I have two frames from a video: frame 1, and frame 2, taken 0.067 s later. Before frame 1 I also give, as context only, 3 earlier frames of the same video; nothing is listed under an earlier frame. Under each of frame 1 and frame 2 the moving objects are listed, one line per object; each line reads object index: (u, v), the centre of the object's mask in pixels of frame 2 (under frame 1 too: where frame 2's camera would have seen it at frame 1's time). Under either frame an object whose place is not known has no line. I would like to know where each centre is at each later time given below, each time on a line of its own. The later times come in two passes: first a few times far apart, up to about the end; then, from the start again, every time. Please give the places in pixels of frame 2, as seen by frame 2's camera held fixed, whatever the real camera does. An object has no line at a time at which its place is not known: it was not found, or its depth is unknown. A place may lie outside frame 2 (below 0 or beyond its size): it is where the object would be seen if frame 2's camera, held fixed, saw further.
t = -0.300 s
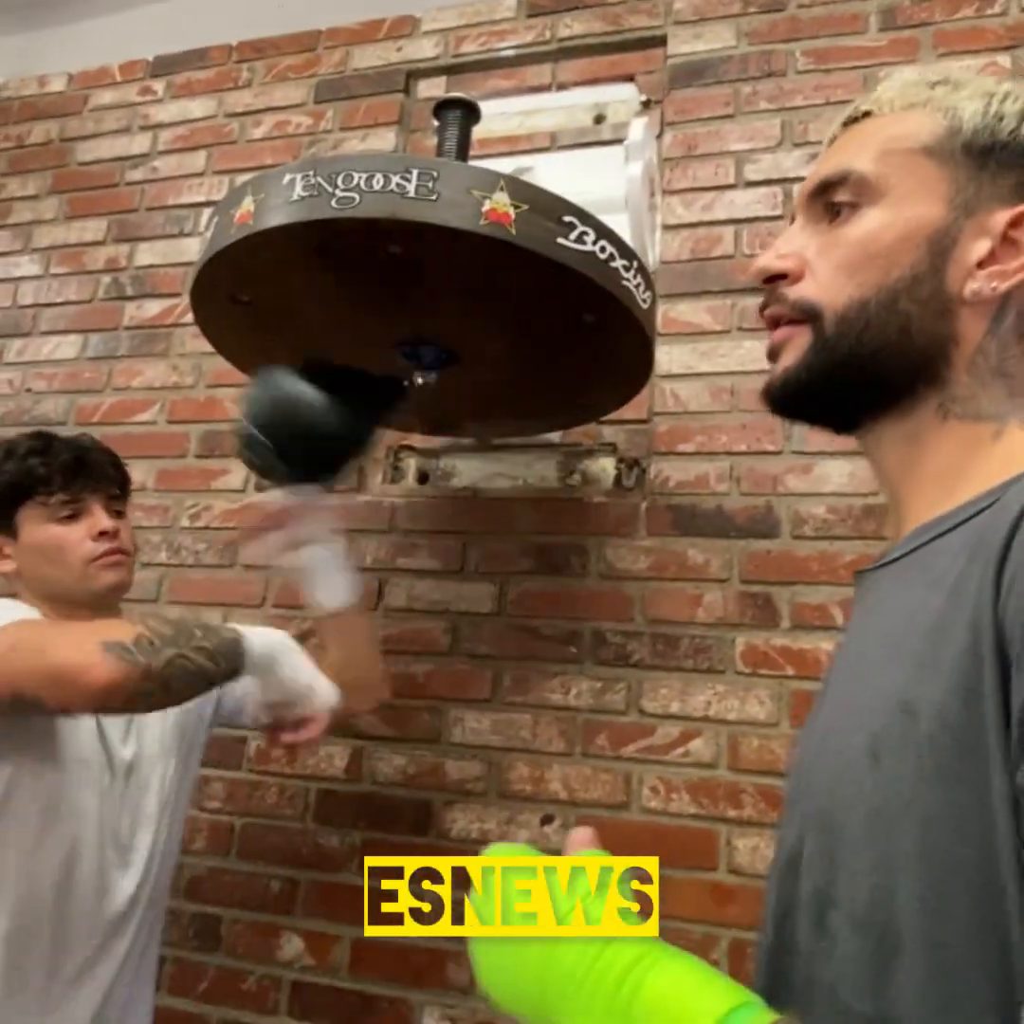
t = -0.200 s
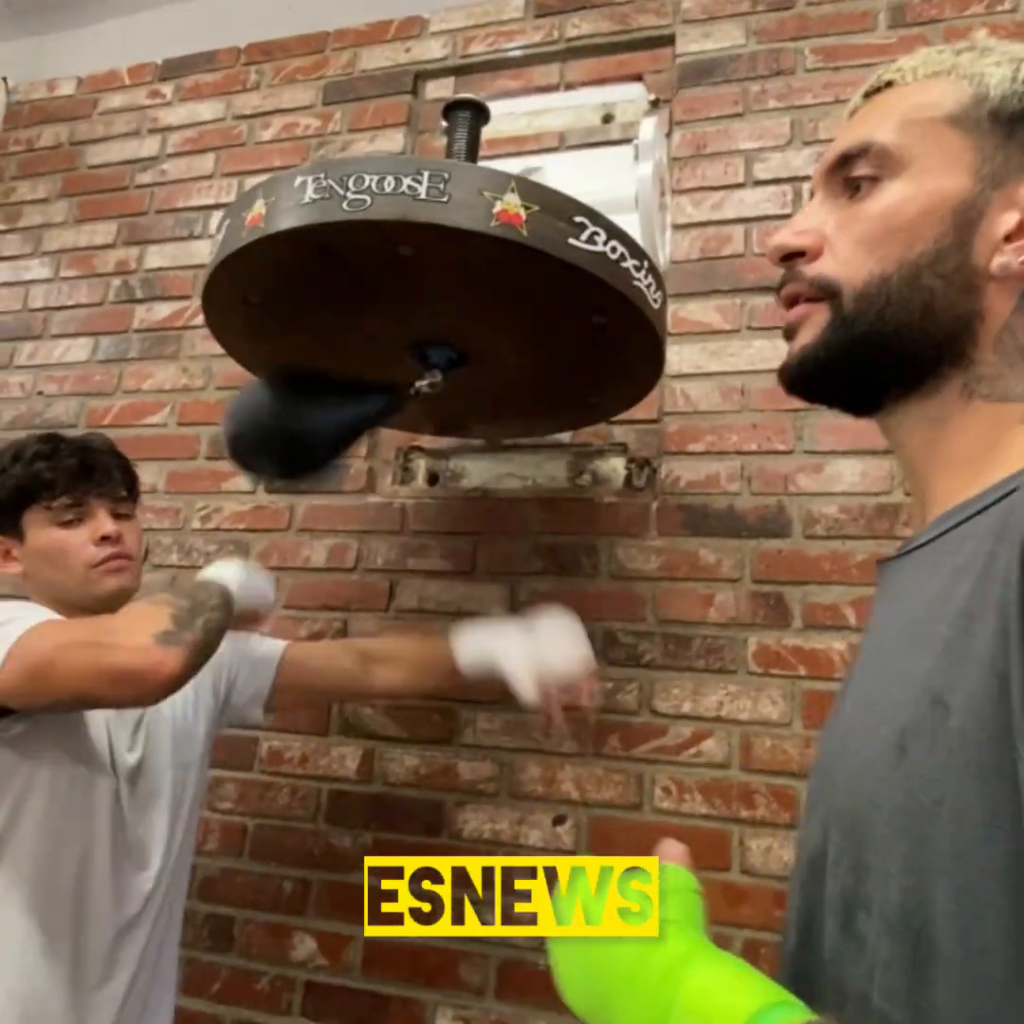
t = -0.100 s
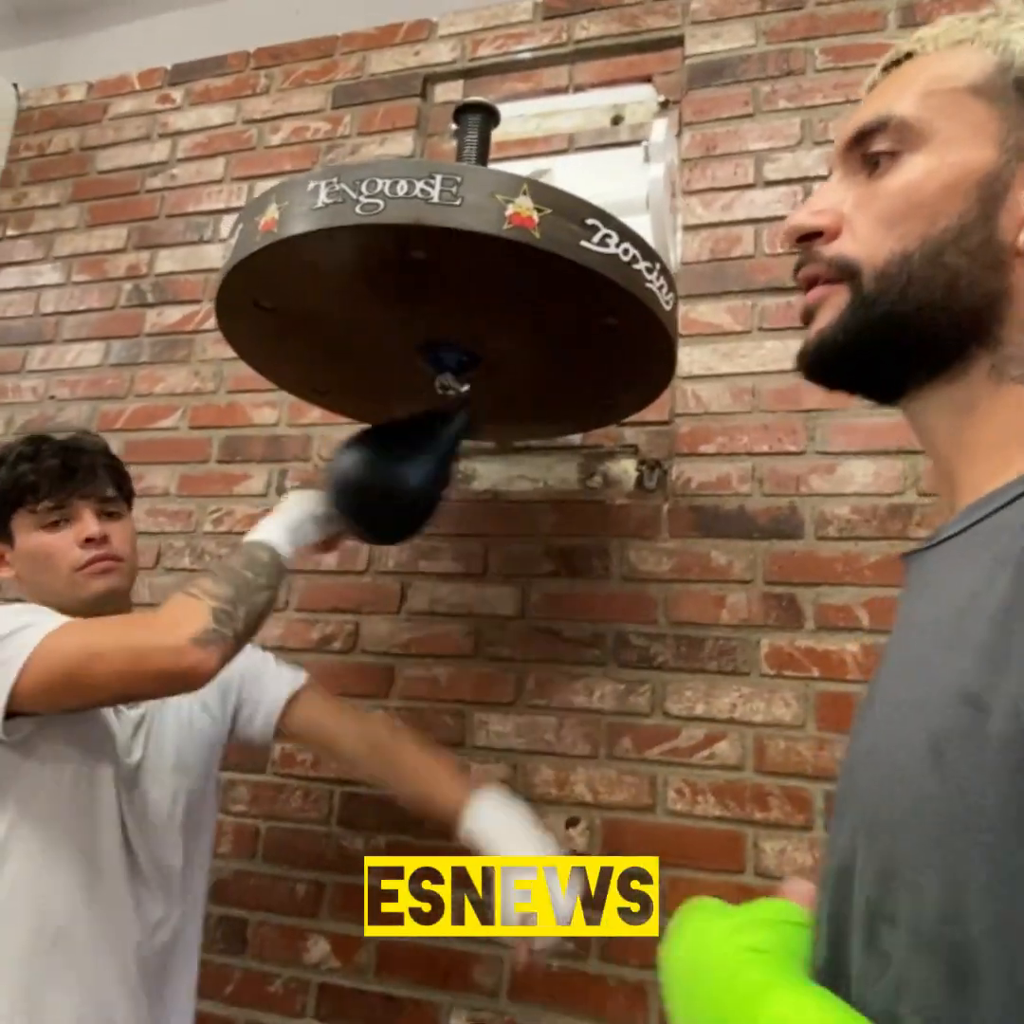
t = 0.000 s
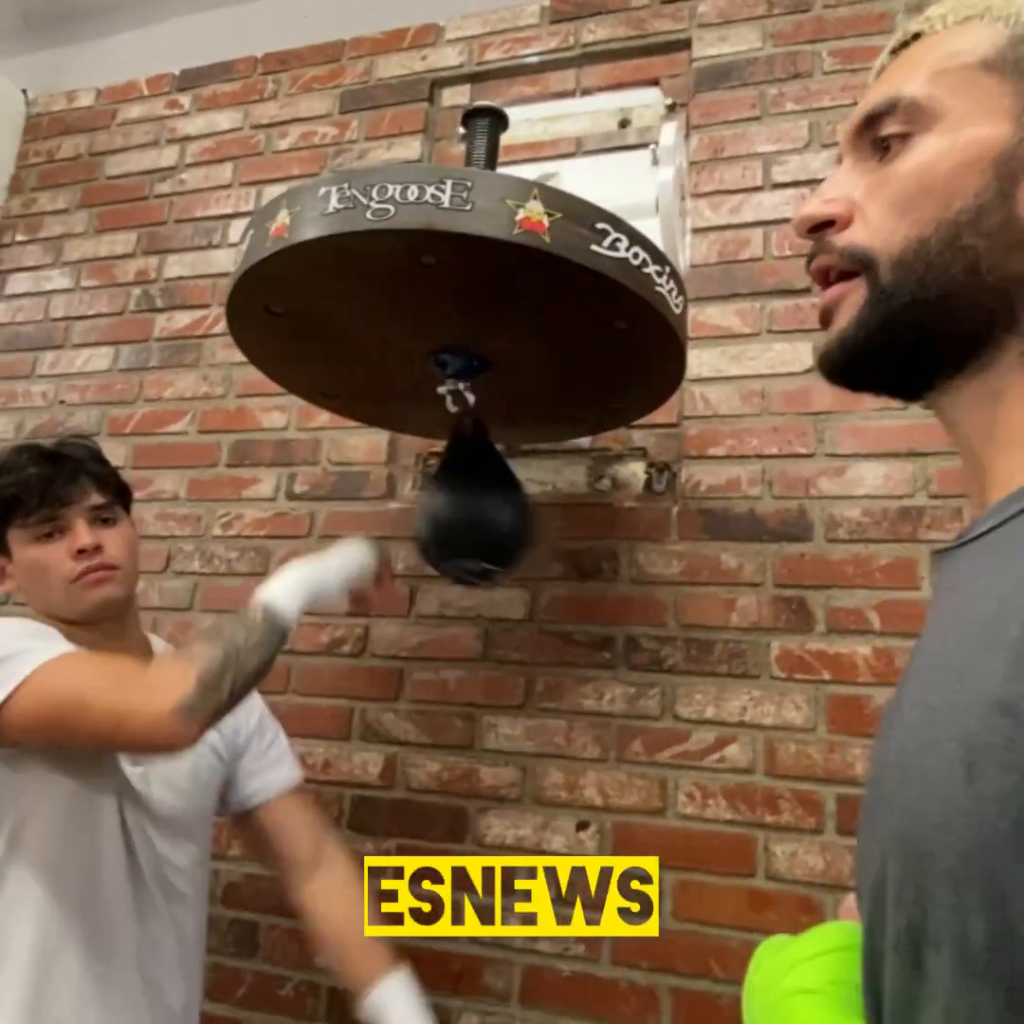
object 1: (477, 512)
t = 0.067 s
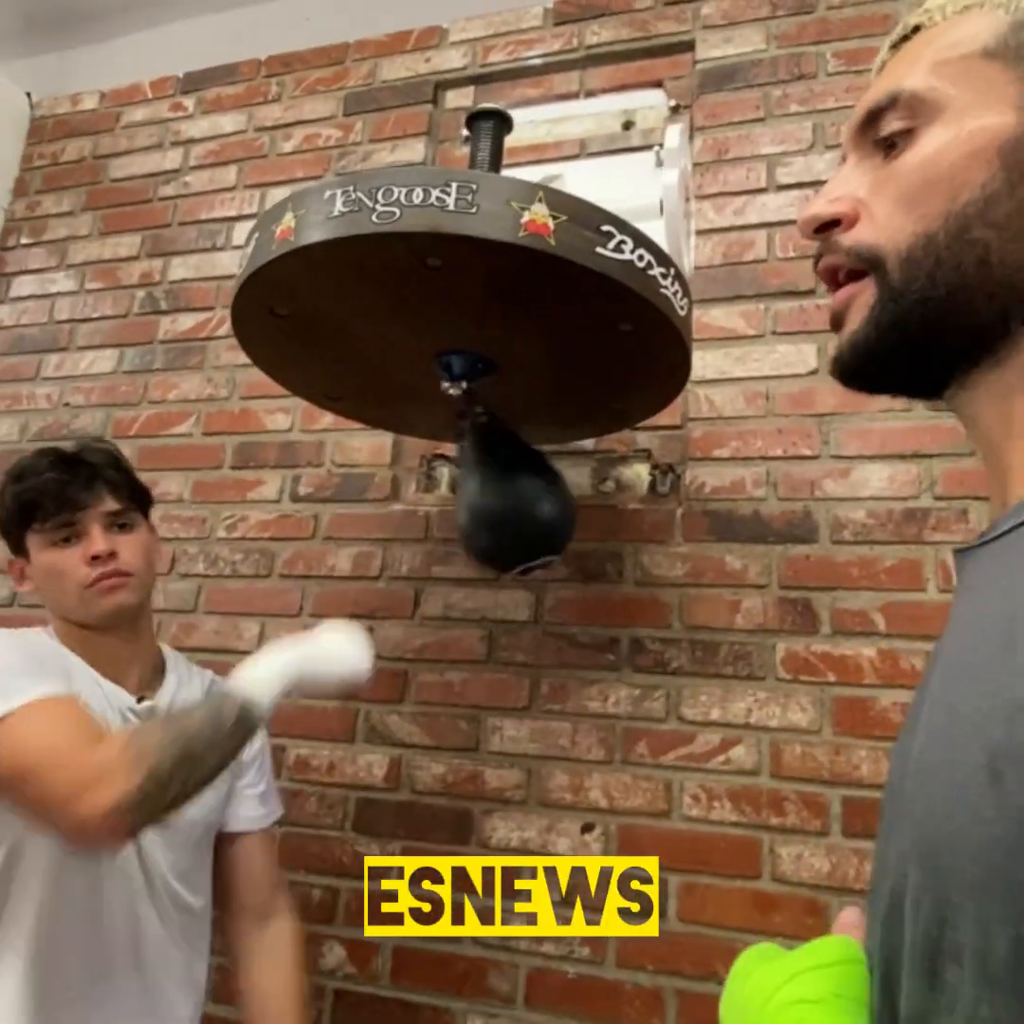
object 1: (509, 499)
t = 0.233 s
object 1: (533, 498)
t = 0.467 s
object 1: (430, 521)
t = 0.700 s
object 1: (374, 489)
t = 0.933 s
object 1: (460, 520)
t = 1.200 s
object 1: (521, 508)
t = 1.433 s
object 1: (428, 518)
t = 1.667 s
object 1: (393, 499)
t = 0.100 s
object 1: (522, 495)
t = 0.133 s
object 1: (531, 492)
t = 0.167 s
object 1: (537, 496)
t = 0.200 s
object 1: (537, 497)
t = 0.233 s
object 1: (533, 498)
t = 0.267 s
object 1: (528, 504)
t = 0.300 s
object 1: (518, 509)
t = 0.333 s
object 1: (504, 515)
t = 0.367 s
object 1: (488, 520)
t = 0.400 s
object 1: (469, 522)
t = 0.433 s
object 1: (450, 523)
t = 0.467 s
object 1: (430, 521)
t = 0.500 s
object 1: (413, 514)
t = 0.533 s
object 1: (397, 510)
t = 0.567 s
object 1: (386, 503)
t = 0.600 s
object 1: (381, 493)
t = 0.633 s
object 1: (374, 491)
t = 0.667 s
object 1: (373, 488)
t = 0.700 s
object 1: (374, 489)
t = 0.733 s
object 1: (378, 493)
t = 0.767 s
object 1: (384, 498)
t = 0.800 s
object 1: (395, 504)
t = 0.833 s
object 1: (407, 512)
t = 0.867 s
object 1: (424, 515)
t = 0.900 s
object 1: (442, 519)
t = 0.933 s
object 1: (460, 520)
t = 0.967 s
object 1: (478, 519)
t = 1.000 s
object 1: (494, 515)
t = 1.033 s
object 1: (507, 512)
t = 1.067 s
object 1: (517, 509)
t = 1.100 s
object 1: (522, 506)
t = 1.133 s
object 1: (524, 505)
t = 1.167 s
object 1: (524, 506)
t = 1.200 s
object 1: (521, 508)
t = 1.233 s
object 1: (513, 511)
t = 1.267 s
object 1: (504, 515)
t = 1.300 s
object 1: (491, 519)
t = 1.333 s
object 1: (476, 523)
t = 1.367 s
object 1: (460, 523)
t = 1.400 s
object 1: (444, 521)
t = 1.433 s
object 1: (428, 518)
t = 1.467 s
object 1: (415, 512)
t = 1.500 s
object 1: (403, 507)
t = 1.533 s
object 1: (396, 502)
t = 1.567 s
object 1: (391, 500)
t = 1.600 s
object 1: (389, 497)
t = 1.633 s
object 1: (389, 497)
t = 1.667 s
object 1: (393, 499)
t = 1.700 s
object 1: (399, 503)
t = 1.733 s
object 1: (408, 507)
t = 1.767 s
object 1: (419, 513)
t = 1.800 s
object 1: (433, 517)
